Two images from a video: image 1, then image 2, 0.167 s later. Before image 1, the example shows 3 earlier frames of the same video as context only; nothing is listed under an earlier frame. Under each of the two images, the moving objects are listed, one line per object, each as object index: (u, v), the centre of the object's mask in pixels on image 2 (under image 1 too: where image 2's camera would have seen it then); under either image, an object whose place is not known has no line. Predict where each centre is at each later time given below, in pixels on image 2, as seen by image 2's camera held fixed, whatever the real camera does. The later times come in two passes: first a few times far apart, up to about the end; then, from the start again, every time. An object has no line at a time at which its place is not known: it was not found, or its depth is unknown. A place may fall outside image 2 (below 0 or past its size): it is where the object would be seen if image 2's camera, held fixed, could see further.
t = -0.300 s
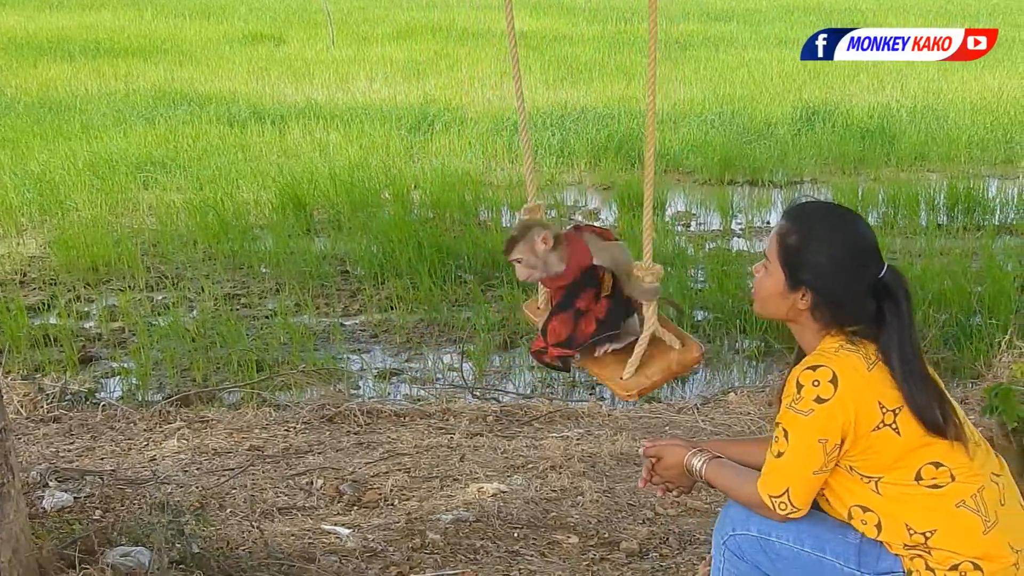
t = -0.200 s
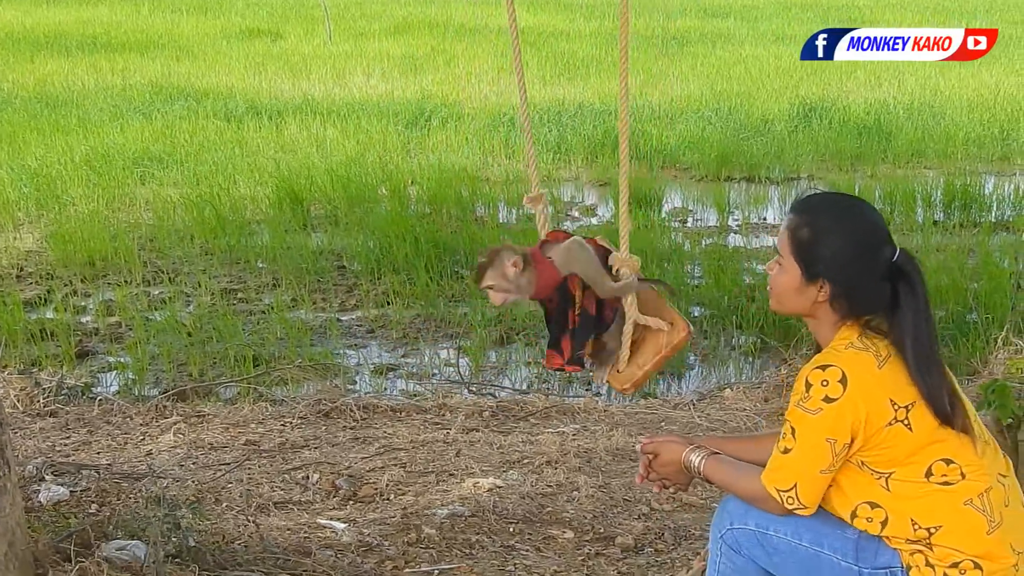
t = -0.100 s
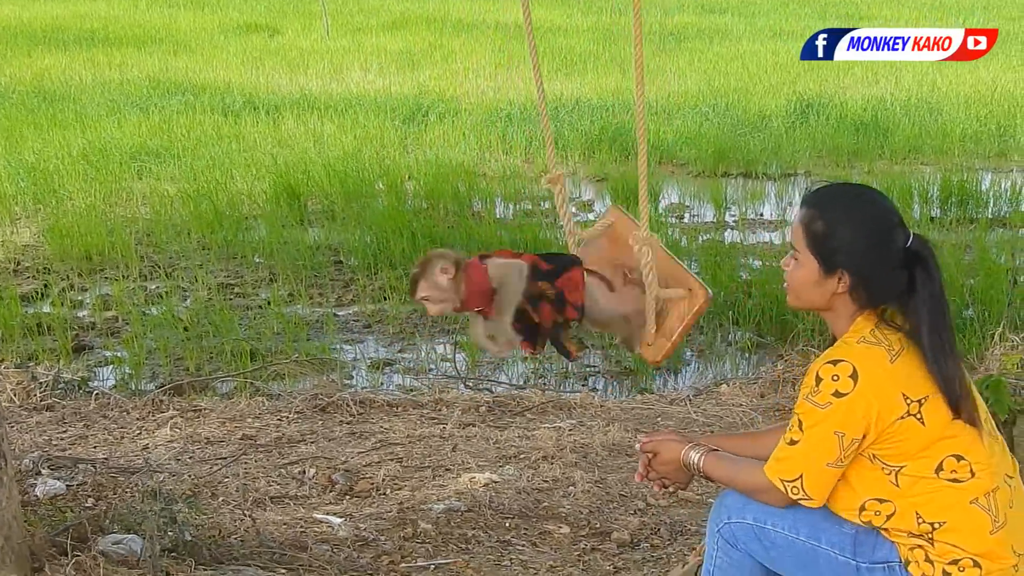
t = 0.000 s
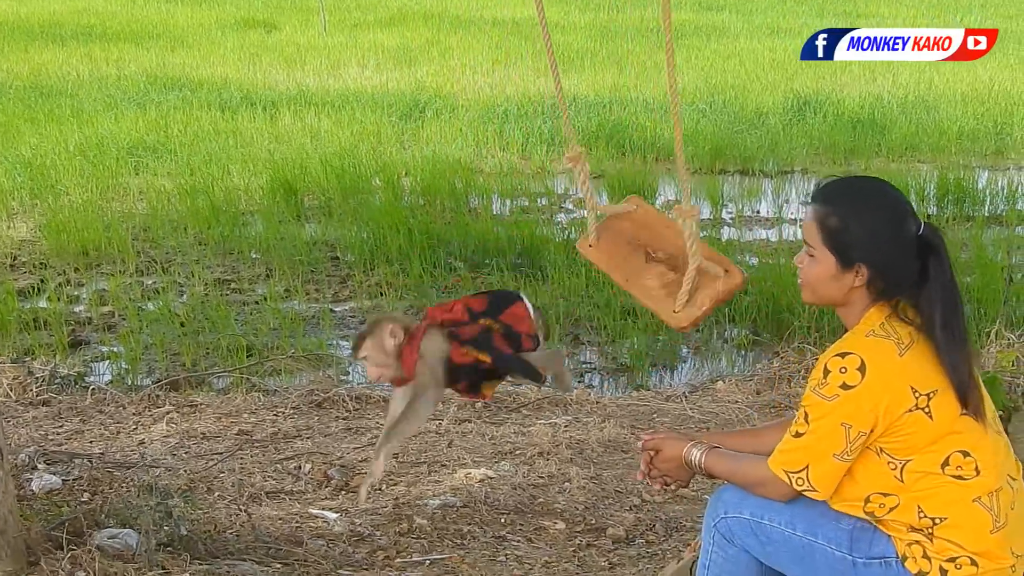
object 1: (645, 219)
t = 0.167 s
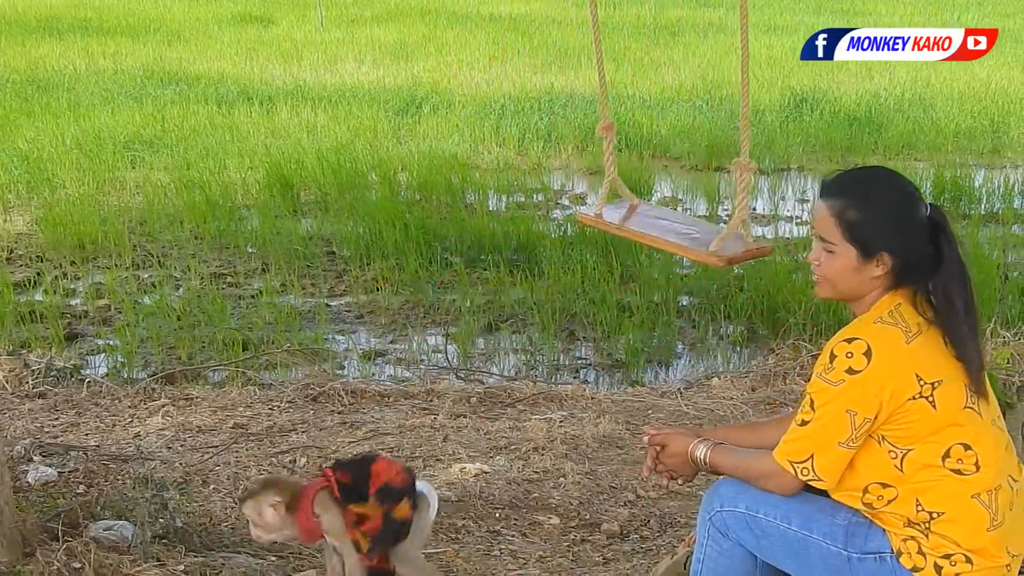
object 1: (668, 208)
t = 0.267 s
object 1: (677, 193)
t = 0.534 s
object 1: (653, 190)
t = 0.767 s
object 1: (594, 215)
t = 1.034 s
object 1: (502, 256)
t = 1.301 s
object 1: (394, 280)
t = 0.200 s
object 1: (674, 203)
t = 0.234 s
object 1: (677, 198)
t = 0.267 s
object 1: (677, 193)
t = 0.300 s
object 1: (677, 190)
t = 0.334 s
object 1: (676, 189)
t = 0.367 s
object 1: (674, 187)
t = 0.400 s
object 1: (672, 185)
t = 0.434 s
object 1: (669, 185)
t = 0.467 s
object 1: (665, 186)
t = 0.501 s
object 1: (661, 189)
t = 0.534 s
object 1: (653, 190)
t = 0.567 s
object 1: (648, 192)
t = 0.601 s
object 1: (640, 194)
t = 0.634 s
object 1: (634, 198)
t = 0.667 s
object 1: (627, 204)
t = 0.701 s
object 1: (617, 209)
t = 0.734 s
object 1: (605, 212)
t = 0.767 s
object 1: (594, 215)
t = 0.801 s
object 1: (588, 218)
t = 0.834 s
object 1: (577, 219)
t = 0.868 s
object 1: (564, 223)
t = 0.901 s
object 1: (554, 228)
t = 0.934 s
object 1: (544, 234)
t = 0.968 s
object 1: (528, 241)
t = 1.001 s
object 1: (517, 249)
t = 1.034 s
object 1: (502, 256)
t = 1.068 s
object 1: (489, 263)
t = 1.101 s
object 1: (476, 268)
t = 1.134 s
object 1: (464, 272)
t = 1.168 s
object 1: (449, 274)
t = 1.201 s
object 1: (434, 275)
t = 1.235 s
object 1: (421, 277)
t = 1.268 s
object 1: (406, 278)
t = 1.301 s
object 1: (394, 280)
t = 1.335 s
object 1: (380, 282)
